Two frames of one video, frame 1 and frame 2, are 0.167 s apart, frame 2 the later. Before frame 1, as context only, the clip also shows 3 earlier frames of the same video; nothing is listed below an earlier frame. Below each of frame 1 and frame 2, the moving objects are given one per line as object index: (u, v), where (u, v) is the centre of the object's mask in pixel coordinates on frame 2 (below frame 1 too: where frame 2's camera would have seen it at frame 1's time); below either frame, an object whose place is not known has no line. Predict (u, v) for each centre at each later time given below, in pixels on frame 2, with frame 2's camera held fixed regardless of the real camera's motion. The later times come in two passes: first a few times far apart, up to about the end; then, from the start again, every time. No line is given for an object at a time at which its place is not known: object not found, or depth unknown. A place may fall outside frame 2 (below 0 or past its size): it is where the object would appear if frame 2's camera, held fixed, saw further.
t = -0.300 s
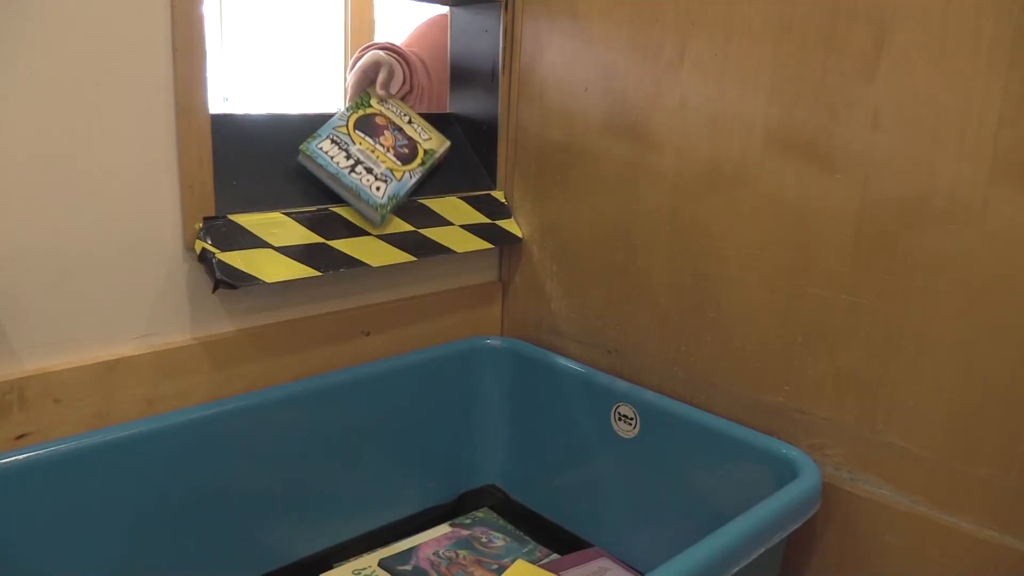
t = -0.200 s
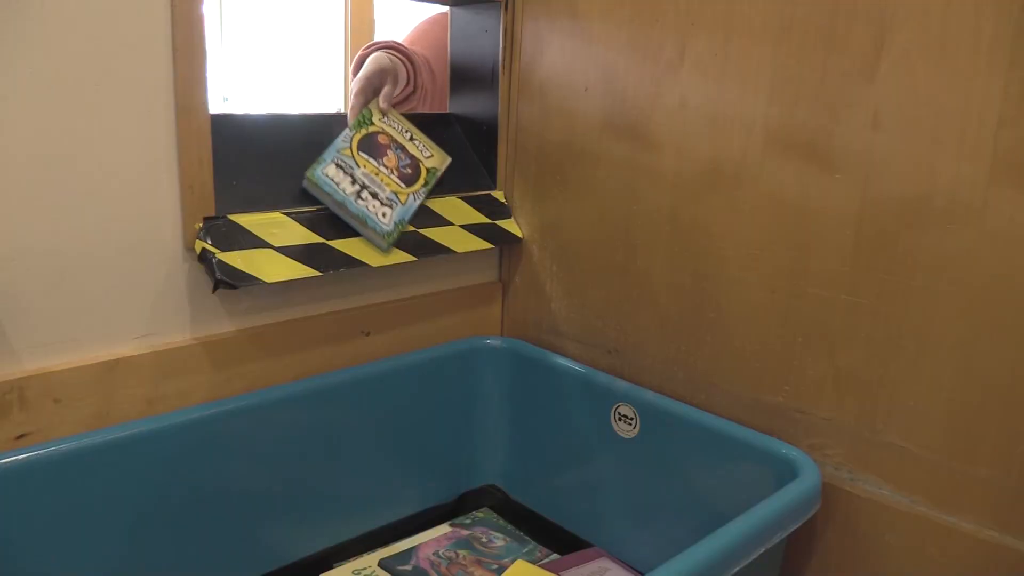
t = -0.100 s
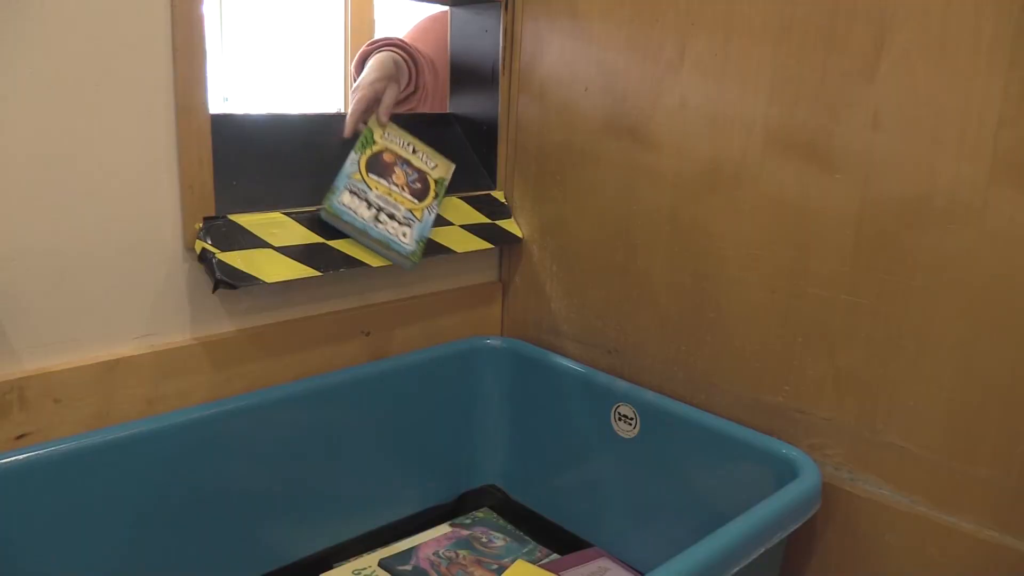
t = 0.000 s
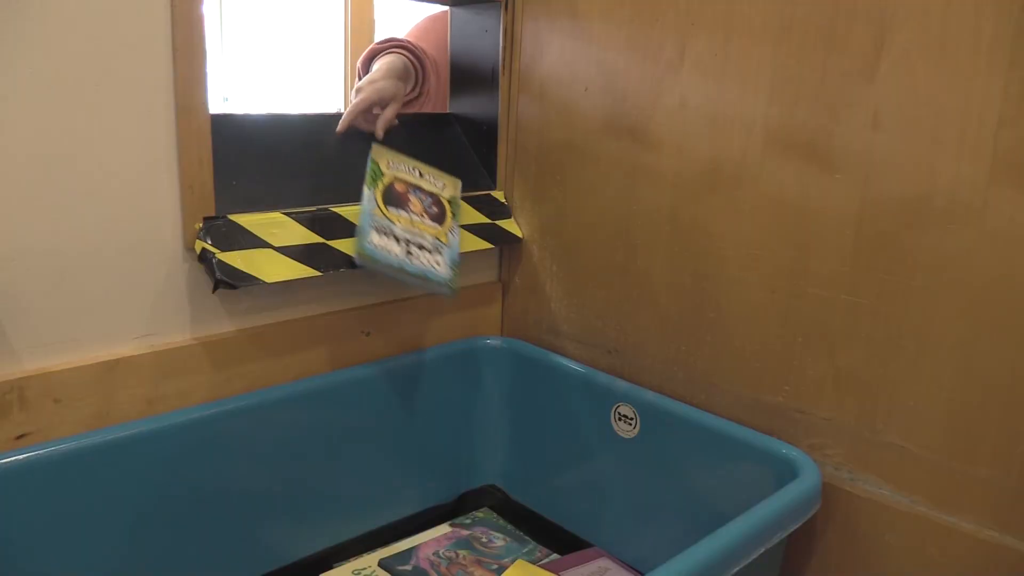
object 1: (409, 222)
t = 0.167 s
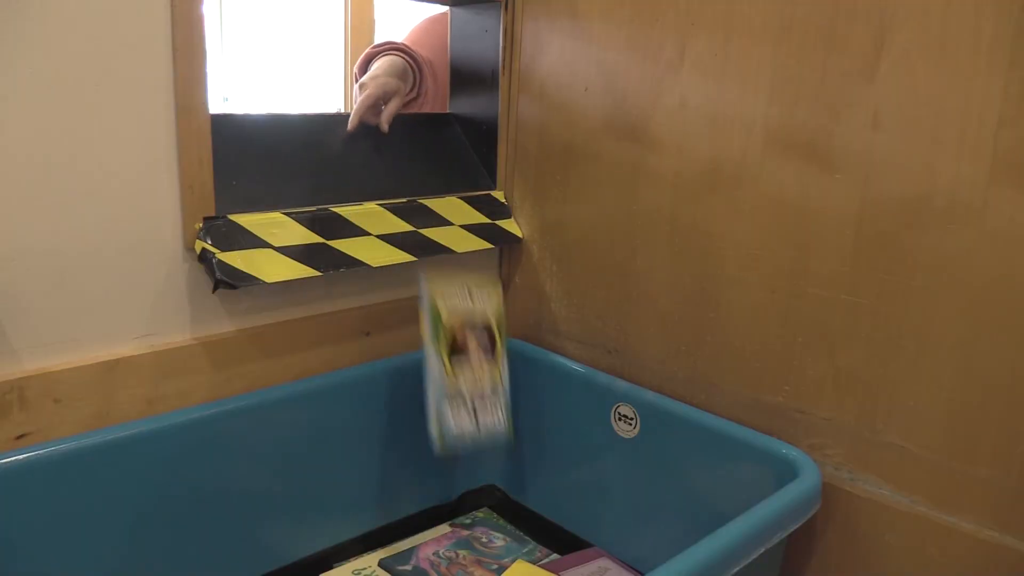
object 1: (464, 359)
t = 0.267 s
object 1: (507, 494)
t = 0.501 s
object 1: (565, 508)
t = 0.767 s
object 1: (570, 557)
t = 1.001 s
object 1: (568, 550)
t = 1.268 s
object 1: (568, 550)
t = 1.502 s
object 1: (568, 550)
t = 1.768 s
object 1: (568, 550)
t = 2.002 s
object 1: (568, 550)
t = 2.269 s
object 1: (568, 550)
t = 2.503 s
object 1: (568, 550)
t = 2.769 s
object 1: (568, 550)
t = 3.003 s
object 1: (568, 550)
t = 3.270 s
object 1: (568, 550)
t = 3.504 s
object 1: (568, 550)
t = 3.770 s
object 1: (568, 550)
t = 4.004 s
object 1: (568, 550)
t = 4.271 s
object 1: (568, 550)
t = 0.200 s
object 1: (477, 414)
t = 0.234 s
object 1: (490, 469)
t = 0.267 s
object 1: (507, 494)
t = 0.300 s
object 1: (525, 492)
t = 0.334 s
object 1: (529, 494)
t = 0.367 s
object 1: (535, 496)
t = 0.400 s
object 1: (544, 503)
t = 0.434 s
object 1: (556, 505)
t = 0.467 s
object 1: (562, 507)
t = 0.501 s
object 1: (565, 508)
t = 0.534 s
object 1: (566, 512)
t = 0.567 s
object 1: (569, 514)
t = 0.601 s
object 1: (571, 518)
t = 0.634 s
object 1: (575, 522)
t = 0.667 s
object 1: (577, 529)
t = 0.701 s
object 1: (580, 538)
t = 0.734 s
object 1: (584, 551)
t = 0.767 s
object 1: (570, 557)
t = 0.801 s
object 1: (560, 551)
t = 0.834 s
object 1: (564, 546)
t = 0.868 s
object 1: (566, 549)
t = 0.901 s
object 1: (568, 550)
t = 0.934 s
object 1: (568, 550)
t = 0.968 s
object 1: (568, 550)
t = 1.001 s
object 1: (568, 550)
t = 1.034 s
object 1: (568, 550)
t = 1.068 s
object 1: (568, 550)
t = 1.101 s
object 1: (568, 550)
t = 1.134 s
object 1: (568, 550)
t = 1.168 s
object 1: (568, 550)
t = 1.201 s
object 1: (568, 550)
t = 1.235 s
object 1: (568, 550)
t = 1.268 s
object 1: (568, 550)
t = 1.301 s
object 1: (568, 550)
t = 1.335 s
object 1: (568, 550)
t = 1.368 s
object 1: (568, 550)
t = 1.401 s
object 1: (569, 550)
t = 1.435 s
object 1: (568, 550)
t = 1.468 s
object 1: (568, 550)
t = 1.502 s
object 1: (568, 550)
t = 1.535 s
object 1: (568, 550)
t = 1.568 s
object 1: (568, 550)
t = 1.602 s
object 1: (568, 550)
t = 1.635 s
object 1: (568, 550)
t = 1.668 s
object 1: (568, 550)
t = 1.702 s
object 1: (568, 550)
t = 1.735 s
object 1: (568, 550)
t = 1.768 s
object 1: (568, 550)
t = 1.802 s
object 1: (568, 550)
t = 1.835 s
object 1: (568, 550)
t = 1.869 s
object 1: (568, 550)
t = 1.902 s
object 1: (568, 550)
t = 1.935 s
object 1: (568, 550)
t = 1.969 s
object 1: (568, 550)
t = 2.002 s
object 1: (568, 550)
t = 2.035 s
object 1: (568, 550)
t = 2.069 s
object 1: (568, 550)
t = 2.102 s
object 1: (568, 550)
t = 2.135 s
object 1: (568, 550)
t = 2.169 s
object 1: (568, 550)
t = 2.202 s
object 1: (568, 550)
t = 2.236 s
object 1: (568, 550)
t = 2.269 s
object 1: (568, 550)
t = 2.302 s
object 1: (568, 550)
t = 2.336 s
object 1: (568, 550)
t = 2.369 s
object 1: (568, 550)
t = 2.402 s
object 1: (568, 550)
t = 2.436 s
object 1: (568, 550)
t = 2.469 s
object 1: (568, 550)
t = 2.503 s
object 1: (568, 550)
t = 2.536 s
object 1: (568, 550)
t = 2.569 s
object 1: (568, 550)
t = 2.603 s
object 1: (568, 550)
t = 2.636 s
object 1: (568, 550)
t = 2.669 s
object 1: (568, 550)
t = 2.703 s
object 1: (568, 550)
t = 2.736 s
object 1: (568, 550)
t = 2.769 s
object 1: (568, 550)
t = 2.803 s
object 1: (568, 550)
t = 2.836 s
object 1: (568, 550)
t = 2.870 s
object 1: (568, 550)
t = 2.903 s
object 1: (568, 550)
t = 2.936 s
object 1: (568, 550)
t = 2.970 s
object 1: (568, 550)
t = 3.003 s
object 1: (568, 550)
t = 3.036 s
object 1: (568, 550)
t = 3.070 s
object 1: (568, 550)
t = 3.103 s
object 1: (568, 550)
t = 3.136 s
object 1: (568, 550)
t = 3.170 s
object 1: (568, 550)
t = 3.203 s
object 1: (568, 550)
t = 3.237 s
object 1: (568, 550)
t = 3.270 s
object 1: (568, 550)
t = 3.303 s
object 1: (568, 550)
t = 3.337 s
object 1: (568, 550)
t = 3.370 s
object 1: (568, 550)
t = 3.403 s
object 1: (568, 550)
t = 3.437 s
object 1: (568, 550)
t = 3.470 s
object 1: (568, 550)
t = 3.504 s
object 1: (568, 550)
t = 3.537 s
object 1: (568, 550)
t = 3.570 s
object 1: (568, 550)
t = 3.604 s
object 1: (568, 550)
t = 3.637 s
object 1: (568, 550)
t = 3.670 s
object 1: (568, 550)
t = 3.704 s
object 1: (568, 550)
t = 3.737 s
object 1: (568, 550)
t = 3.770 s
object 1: (568, 550)
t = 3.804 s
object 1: (568, 550)
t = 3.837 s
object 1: (568, 550)
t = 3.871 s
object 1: (568, 550)
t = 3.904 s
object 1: (568, 550)
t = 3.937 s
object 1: (568, 550)
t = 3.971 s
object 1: (568, 550)
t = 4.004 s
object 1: (568, 550)
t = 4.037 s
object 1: (568, 550)
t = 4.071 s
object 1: (568, 550)
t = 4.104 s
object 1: (568, 550)
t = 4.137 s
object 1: (568, 550)
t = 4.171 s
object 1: (568, 550)
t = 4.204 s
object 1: (568, 550)
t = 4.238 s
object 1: (568, 550)
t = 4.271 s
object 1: (568, 550)
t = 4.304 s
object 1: (568, 550)
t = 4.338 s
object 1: (568, 550)
